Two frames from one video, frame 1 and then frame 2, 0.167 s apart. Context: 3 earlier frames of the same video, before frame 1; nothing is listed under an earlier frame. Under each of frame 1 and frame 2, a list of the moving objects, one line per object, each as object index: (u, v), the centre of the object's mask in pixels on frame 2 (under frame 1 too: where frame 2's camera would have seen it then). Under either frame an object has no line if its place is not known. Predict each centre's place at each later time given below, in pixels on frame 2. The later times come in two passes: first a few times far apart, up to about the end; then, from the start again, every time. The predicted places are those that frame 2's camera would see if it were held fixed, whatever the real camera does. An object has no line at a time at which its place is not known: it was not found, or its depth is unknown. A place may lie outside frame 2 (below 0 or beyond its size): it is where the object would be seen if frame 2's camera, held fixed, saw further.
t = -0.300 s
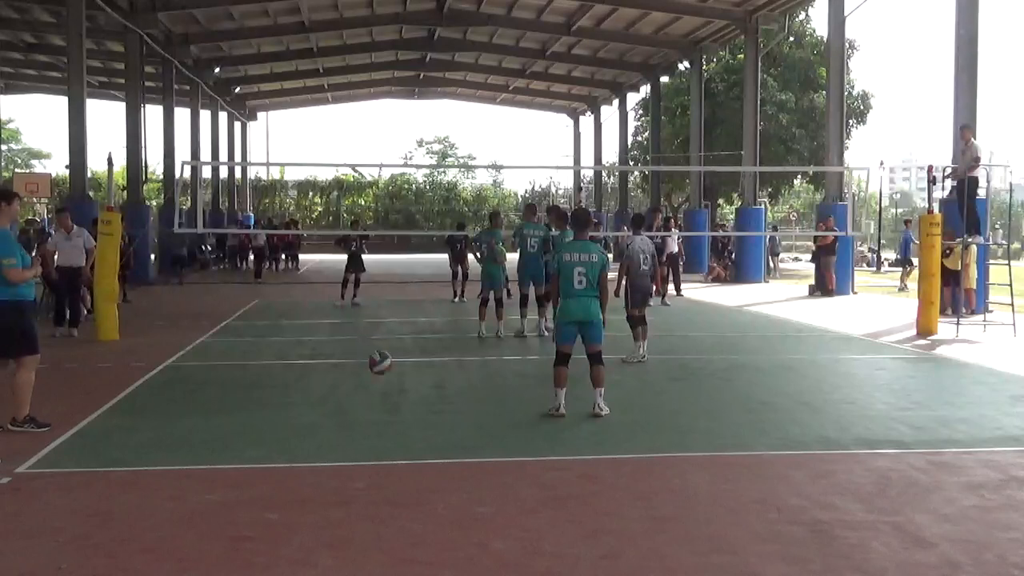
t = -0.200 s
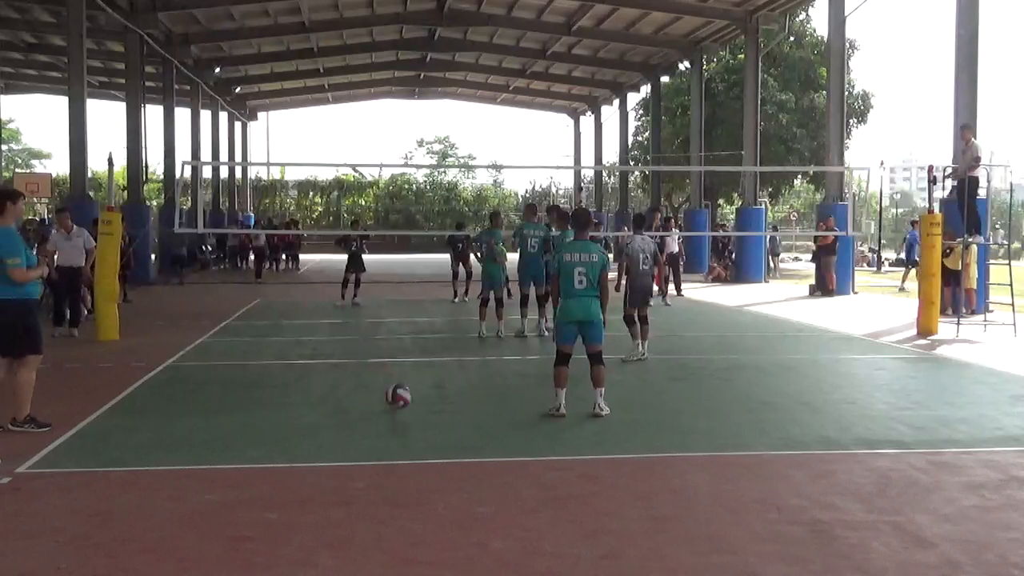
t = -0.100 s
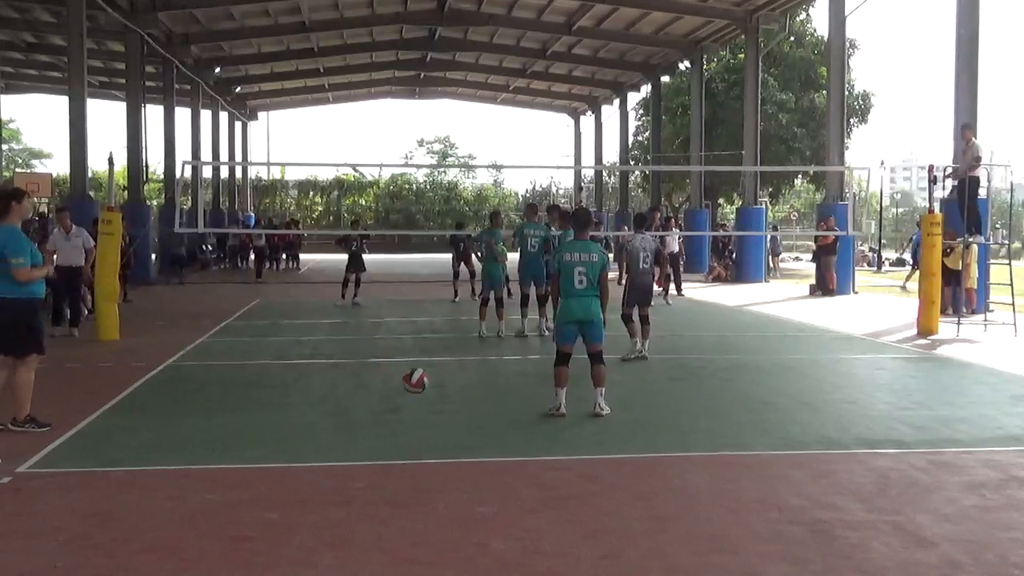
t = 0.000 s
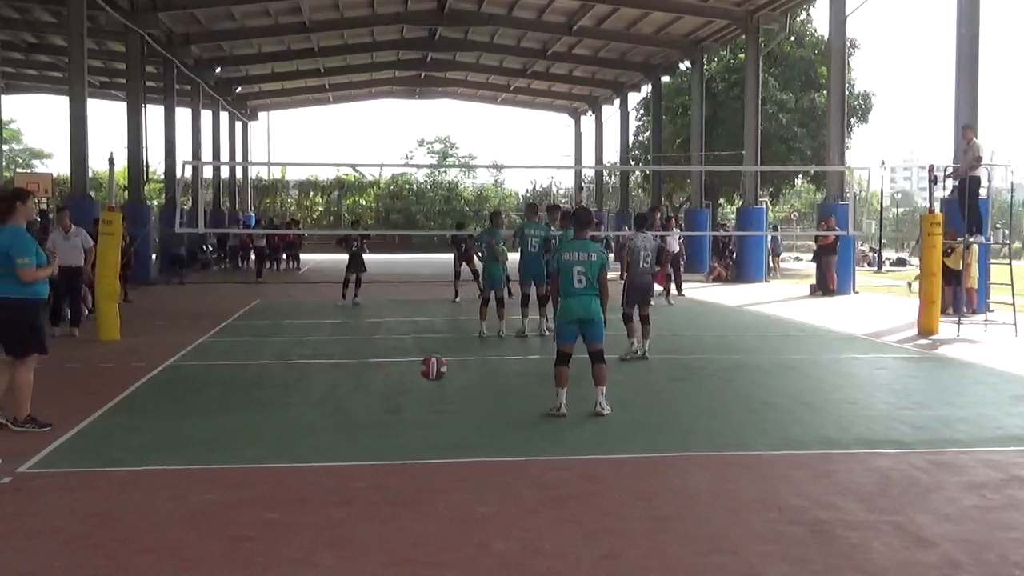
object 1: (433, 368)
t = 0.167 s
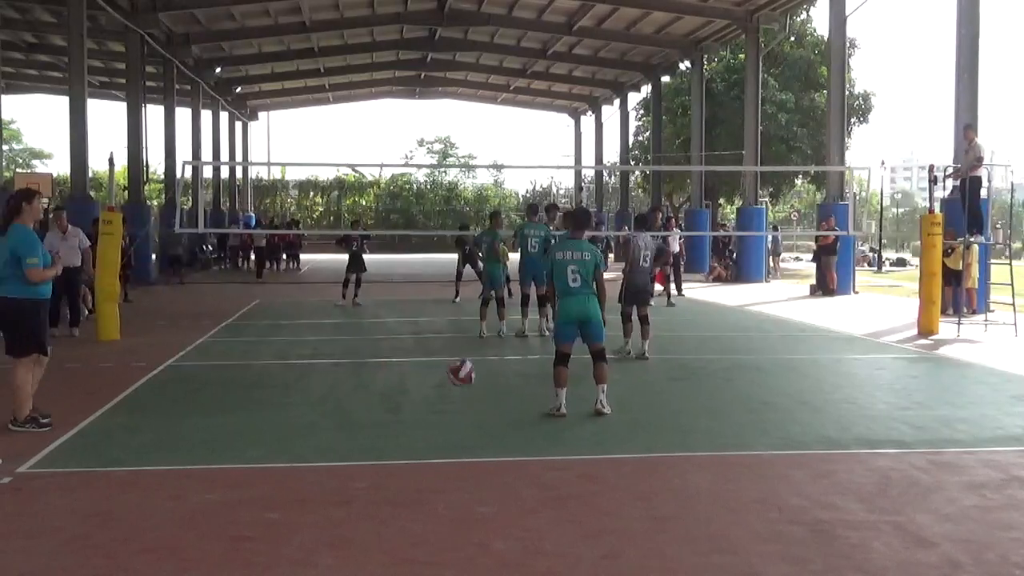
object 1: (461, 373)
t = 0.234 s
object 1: (474, 386)
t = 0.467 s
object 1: (516, 398)
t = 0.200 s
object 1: (468, 379)
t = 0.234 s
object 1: (474, 386)
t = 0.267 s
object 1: (480, 396)
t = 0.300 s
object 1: (486, 406)
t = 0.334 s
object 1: (491, 419)
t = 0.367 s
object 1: (497, 414)
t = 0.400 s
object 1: (504, 407)
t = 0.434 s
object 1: (510, 402)
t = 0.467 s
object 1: (516, 398)
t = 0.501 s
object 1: (522, 394)
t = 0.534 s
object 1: (530, 393)
